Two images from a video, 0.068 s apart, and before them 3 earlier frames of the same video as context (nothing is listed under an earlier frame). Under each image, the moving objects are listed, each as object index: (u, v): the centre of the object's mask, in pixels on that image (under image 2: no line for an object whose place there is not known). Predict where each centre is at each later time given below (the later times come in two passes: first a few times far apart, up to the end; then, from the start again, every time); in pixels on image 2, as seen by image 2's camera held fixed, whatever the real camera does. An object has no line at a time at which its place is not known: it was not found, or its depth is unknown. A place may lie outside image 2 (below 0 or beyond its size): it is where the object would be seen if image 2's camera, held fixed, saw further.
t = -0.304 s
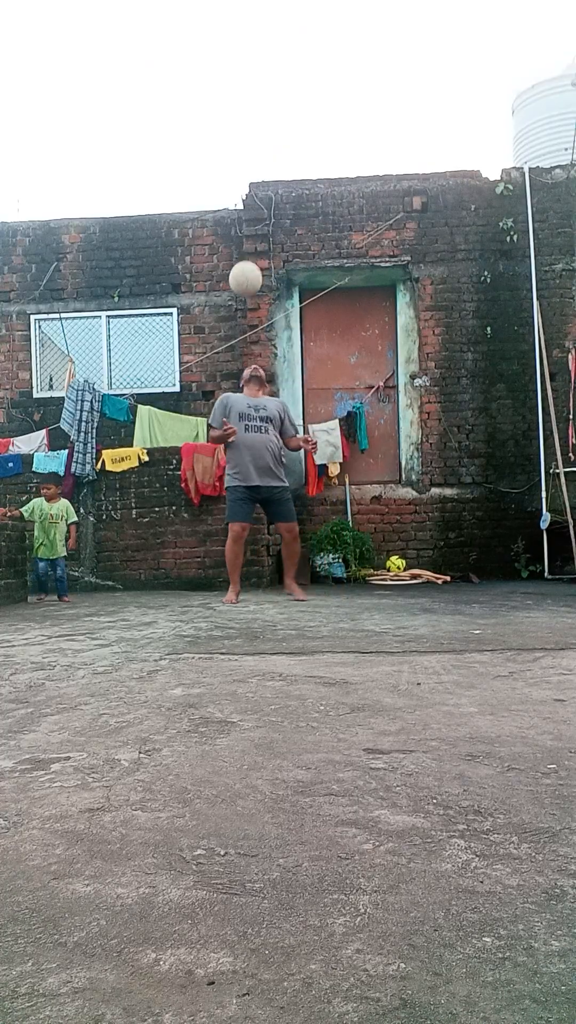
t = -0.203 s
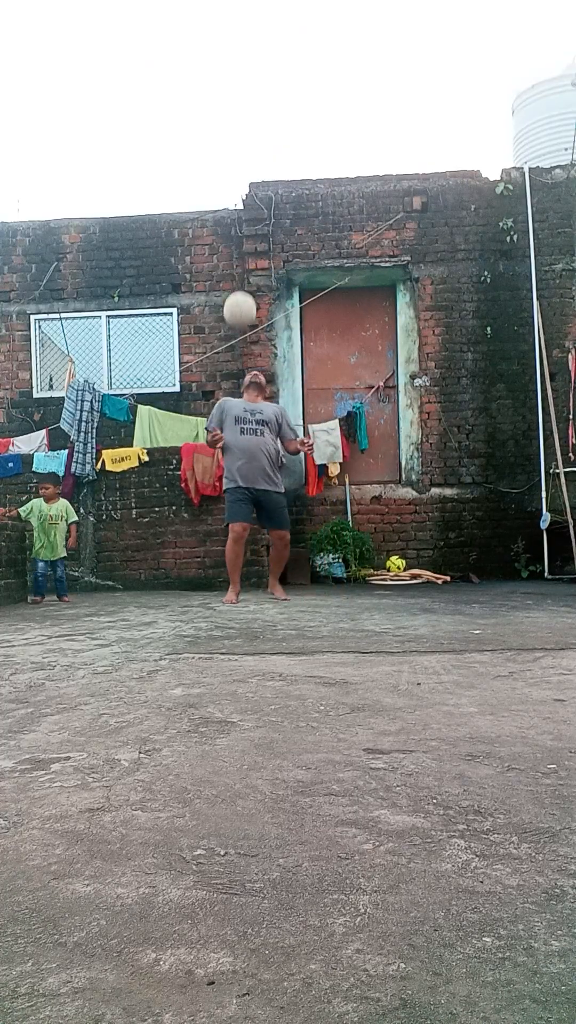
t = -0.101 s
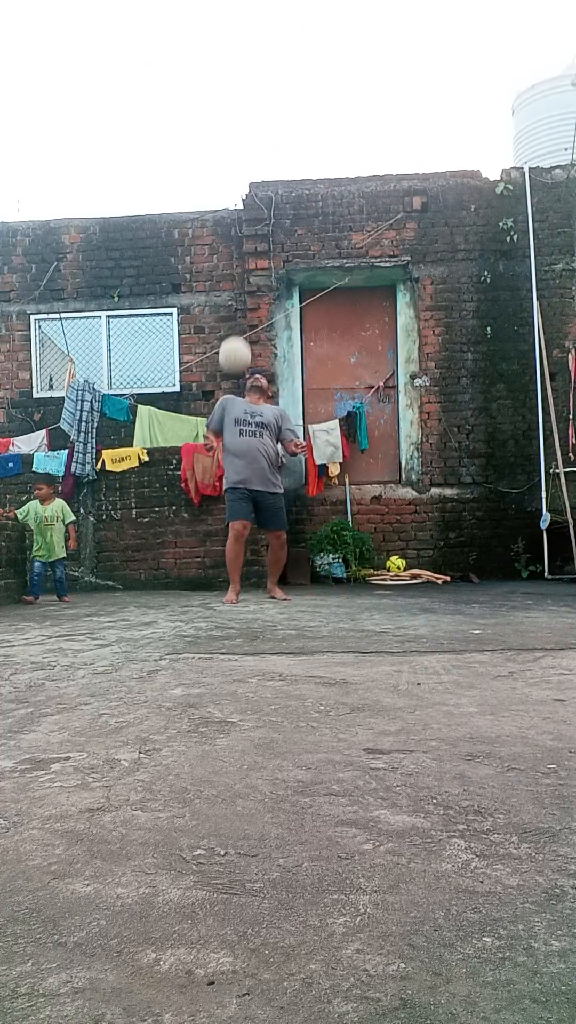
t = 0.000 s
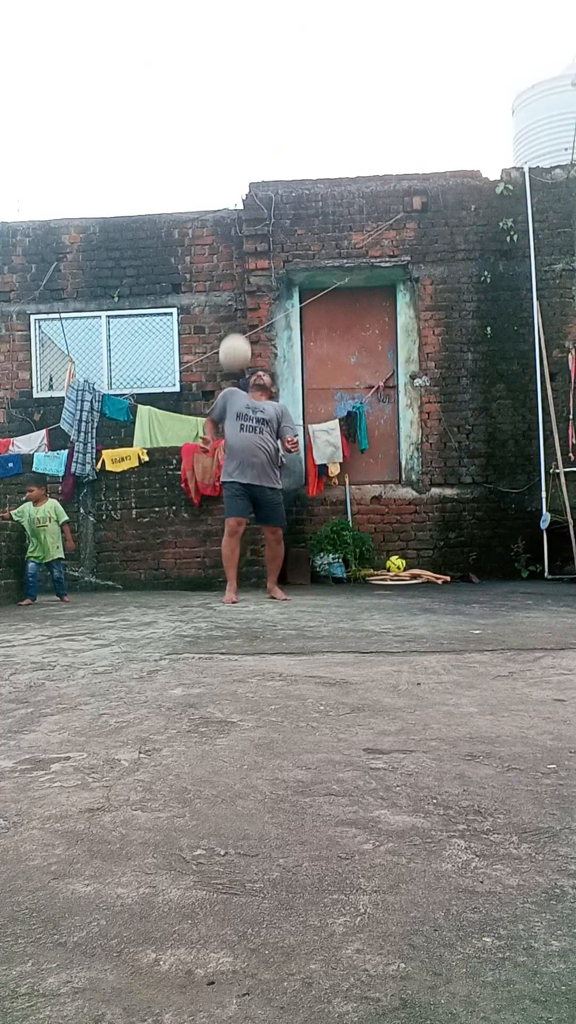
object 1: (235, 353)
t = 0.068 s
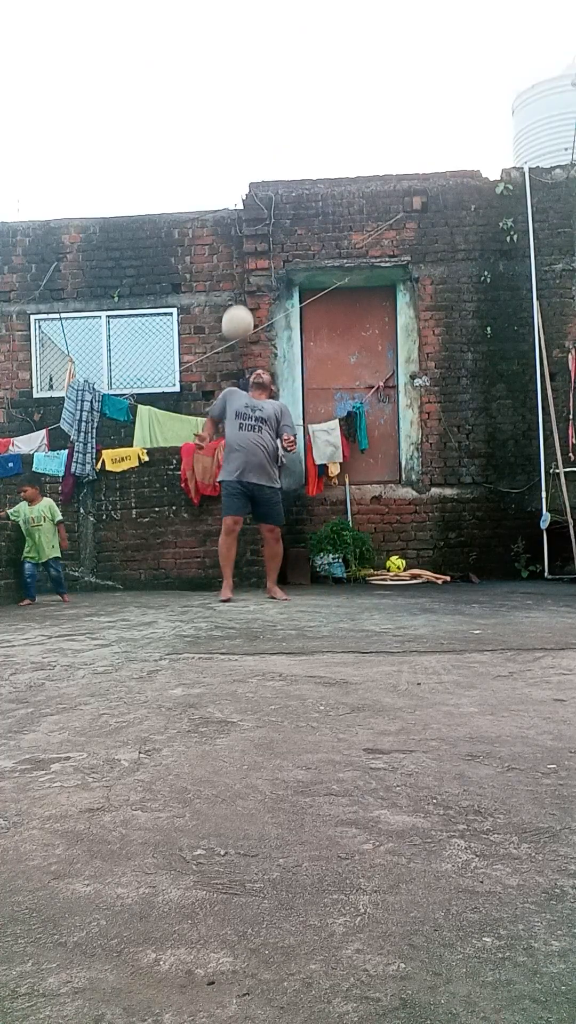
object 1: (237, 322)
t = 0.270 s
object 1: (246, 277)
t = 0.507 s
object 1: (258, 293)
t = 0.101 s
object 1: (239, 311)
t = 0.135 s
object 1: (240, 300)
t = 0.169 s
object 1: (242, 292)
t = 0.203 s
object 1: (243, 286)
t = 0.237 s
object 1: (245, 280)
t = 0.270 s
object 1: (246, 277)
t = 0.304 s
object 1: (248, 275)
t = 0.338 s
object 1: (249, 274)
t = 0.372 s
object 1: (251, 275)
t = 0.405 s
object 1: (253, 277)
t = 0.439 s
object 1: (255, 282)
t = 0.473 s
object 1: (256, 287)
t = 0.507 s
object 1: (258, 293)
